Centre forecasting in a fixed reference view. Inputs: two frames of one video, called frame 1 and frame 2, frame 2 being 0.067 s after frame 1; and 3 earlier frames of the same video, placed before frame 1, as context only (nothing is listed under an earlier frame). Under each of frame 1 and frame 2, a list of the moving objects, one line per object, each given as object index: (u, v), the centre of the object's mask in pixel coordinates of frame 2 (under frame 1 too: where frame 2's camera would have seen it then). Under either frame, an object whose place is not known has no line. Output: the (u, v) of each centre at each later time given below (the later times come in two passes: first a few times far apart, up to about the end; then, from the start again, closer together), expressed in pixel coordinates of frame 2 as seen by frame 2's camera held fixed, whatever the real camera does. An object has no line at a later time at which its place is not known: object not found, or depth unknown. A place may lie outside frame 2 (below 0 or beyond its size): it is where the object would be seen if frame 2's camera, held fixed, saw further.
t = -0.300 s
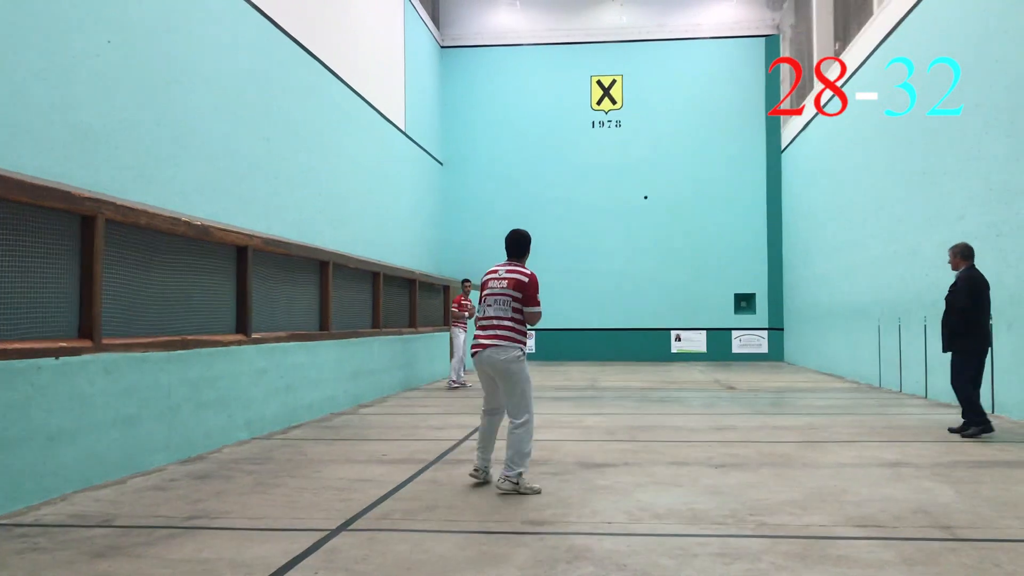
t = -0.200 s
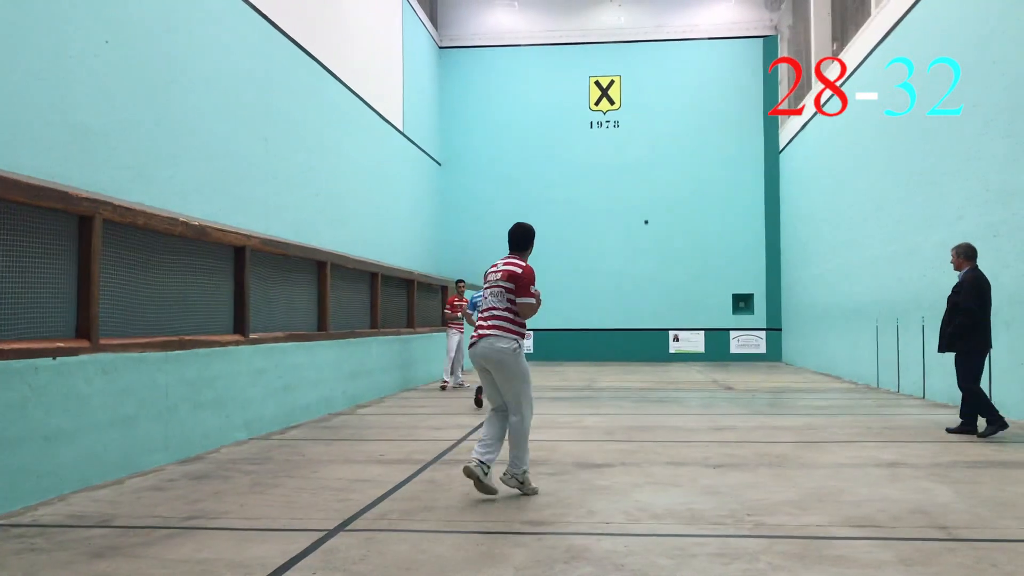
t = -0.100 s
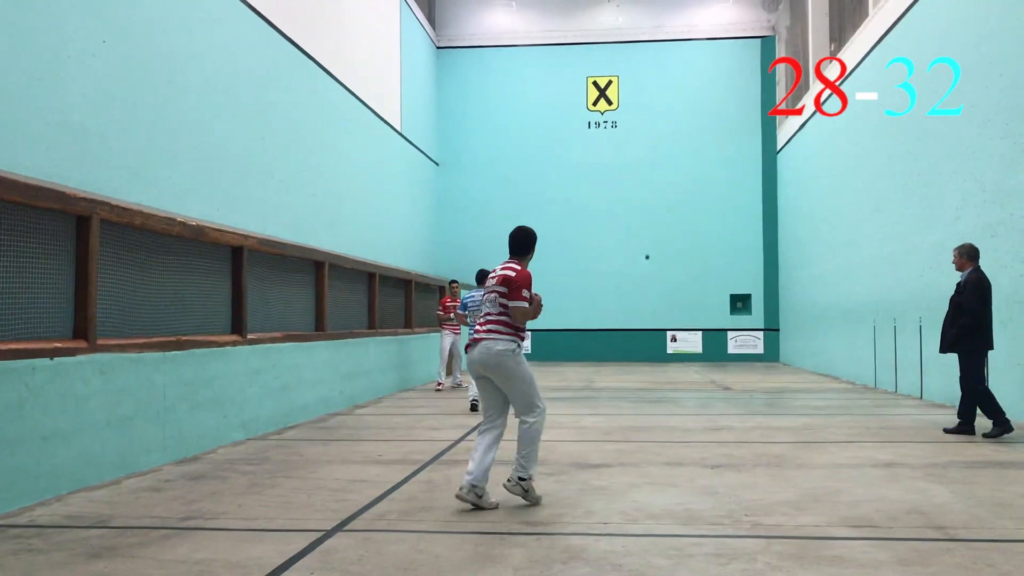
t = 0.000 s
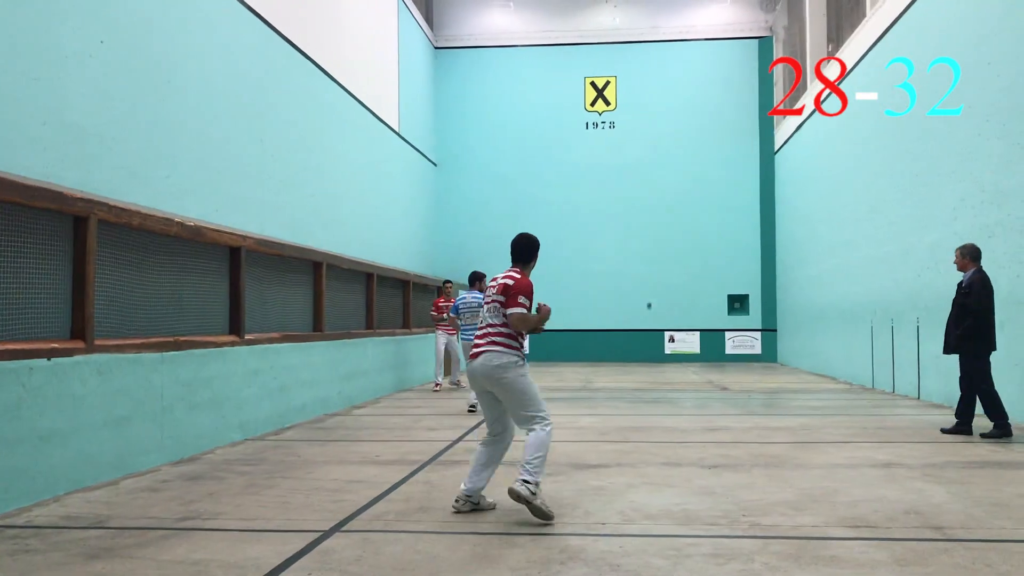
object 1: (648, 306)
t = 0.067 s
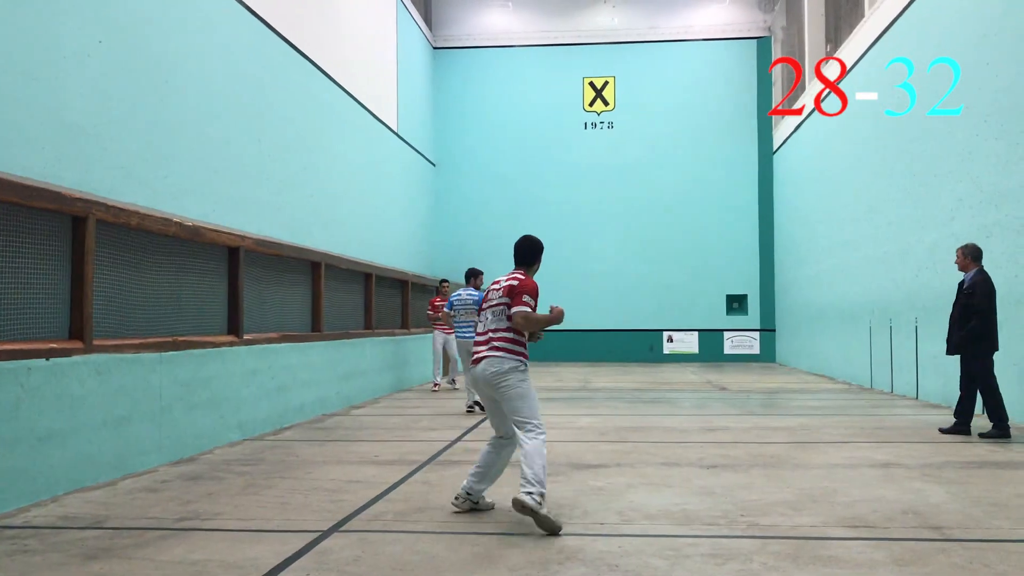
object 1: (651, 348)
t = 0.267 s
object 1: (657, 354)
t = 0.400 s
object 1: (660, 296)
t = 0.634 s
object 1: (666, 219)
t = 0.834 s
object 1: (676, 190)
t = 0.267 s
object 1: (657, 354)
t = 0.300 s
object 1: (658, 339)
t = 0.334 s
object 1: (659, 324)
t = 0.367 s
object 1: (659, 309)
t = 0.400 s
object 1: (660, 296)
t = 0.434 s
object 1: (661, 283)
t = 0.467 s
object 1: (662, 270)
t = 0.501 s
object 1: (663, 259)
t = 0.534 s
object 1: (664, 248)
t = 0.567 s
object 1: (665, 237)
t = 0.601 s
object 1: (666, 228)
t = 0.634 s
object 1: (666, 219)
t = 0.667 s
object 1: (668, 212)
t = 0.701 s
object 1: (669, 205)
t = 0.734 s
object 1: (671, 200)
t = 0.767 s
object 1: (672, 196)
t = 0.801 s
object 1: (674, 192)
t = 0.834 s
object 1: (676, 190)
